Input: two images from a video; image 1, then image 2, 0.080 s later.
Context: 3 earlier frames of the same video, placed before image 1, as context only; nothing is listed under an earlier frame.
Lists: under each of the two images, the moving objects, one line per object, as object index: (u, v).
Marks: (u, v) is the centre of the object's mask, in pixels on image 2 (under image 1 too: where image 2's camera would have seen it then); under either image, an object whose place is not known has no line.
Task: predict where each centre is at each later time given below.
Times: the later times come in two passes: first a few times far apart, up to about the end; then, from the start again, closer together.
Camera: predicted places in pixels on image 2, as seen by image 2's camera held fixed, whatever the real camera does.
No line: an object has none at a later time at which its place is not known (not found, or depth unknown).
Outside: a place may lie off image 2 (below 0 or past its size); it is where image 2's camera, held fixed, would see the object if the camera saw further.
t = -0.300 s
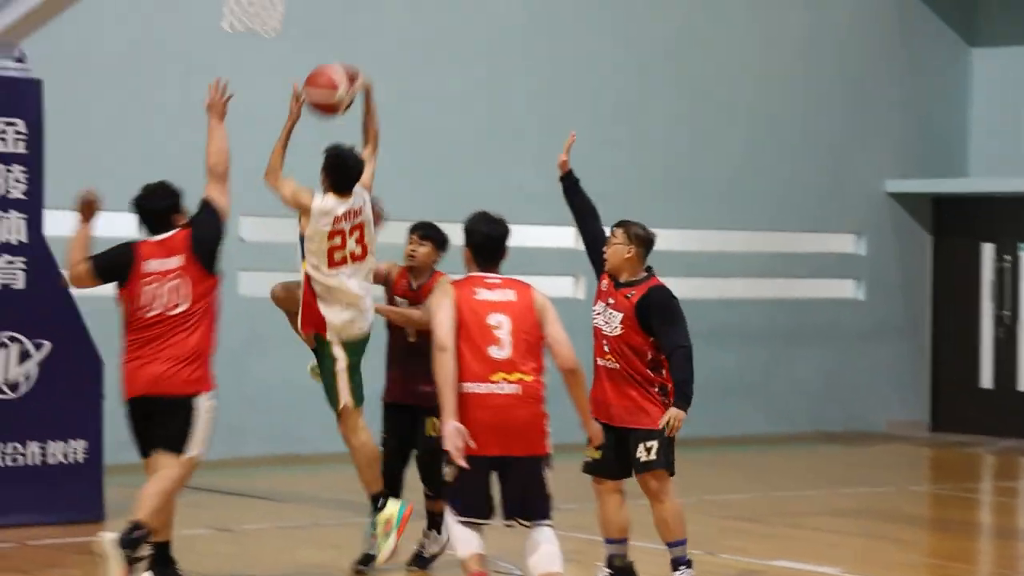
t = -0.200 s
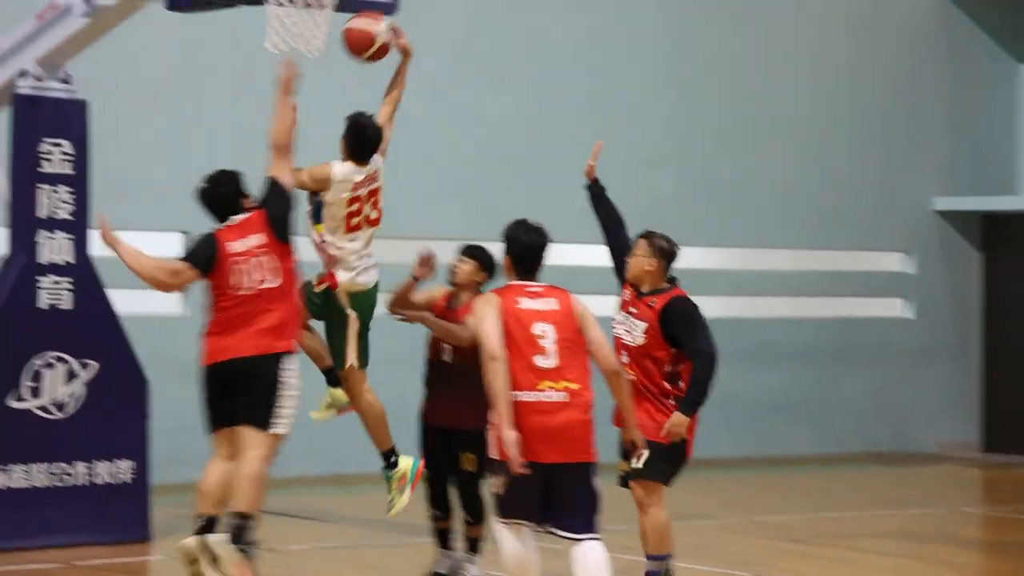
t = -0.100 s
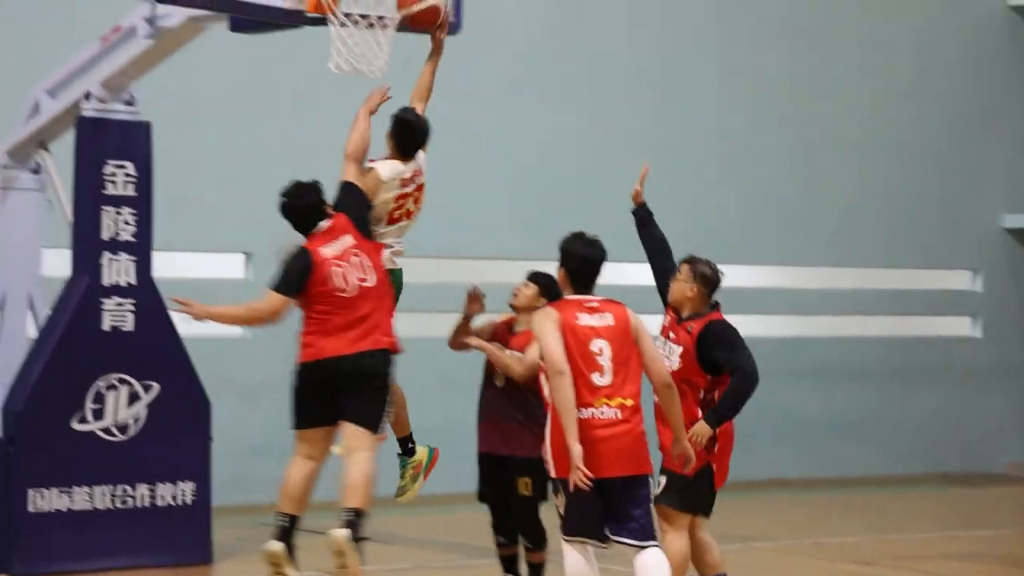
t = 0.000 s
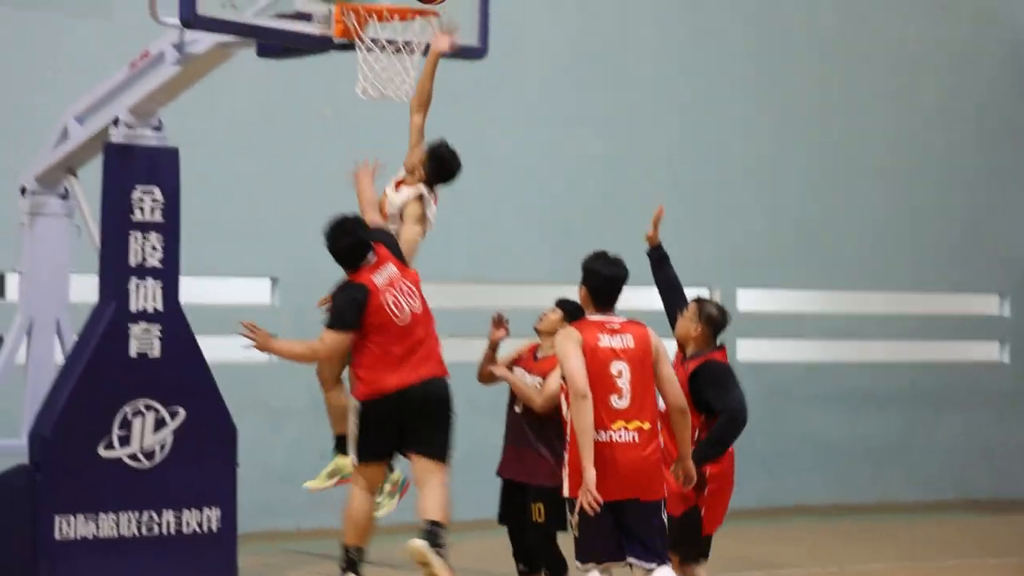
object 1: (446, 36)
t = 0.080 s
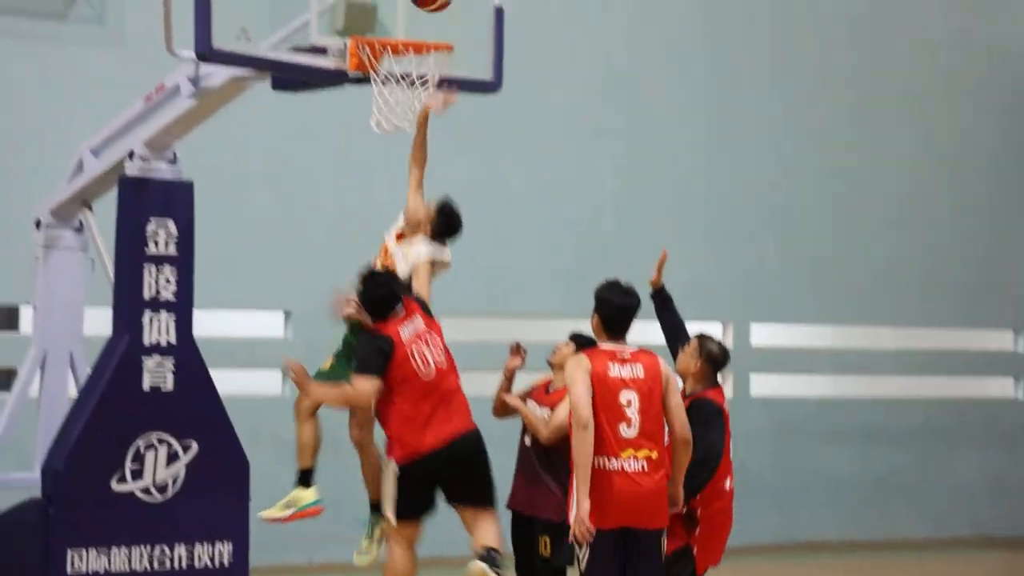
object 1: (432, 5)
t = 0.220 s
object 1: (408, -27)
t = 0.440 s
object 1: (418, 15)
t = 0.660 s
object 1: (417, 17)
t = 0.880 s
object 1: (384, 27)
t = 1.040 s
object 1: (359, 95)
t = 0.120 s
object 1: (425, -10)
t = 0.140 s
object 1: (421, -16)
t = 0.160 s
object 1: (418, -21)
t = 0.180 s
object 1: (415, -25)
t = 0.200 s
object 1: (411, -27)
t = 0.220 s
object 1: (408, -27)
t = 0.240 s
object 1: (404, -25)
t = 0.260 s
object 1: (401, -23)
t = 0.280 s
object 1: (397, -20)
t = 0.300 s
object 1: (394, -16)
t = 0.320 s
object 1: (391, -12)
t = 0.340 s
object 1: (394, -10)
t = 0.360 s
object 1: (399, -6)
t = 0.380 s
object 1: (403, -2)
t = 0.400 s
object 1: (409, 3)
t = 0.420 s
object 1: (413, 8)
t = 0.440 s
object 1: (418, 15)
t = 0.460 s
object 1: (423, 20)
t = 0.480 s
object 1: (426, 23)
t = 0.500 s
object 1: (427, 21)
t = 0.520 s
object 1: (428, 21)
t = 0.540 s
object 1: (430, 22)
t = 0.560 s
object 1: (430, 22)
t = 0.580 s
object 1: (432, 23)
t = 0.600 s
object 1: (429, 21)
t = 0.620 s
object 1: (424, 19)
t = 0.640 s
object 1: (420, 18)
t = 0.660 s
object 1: (417, 17)
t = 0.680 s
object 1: (413, 17)
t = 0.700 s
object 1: (412, 16)
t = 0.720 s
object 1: (408, 14)
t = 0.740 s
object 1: (405, 13)
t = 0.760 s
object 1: (402, 13)
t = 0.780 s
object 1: (399, 13)
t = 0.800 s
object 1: (397, 15)
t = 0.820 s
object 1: (394, 17)
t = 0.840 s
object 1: (390, 20)
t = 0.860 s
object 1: (387, 23)
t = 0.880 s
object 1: (384, 27)
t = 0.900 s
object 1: (381, 33)
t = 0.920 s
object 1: (378, 39)
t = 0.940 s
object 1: (375, 47)
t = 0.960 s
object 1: (372, 55)
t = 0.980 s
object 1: (369, 62)
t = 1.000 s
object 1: (366, 72)
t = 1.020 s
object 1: (362, 84)
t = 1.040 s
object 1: (359, 95)
